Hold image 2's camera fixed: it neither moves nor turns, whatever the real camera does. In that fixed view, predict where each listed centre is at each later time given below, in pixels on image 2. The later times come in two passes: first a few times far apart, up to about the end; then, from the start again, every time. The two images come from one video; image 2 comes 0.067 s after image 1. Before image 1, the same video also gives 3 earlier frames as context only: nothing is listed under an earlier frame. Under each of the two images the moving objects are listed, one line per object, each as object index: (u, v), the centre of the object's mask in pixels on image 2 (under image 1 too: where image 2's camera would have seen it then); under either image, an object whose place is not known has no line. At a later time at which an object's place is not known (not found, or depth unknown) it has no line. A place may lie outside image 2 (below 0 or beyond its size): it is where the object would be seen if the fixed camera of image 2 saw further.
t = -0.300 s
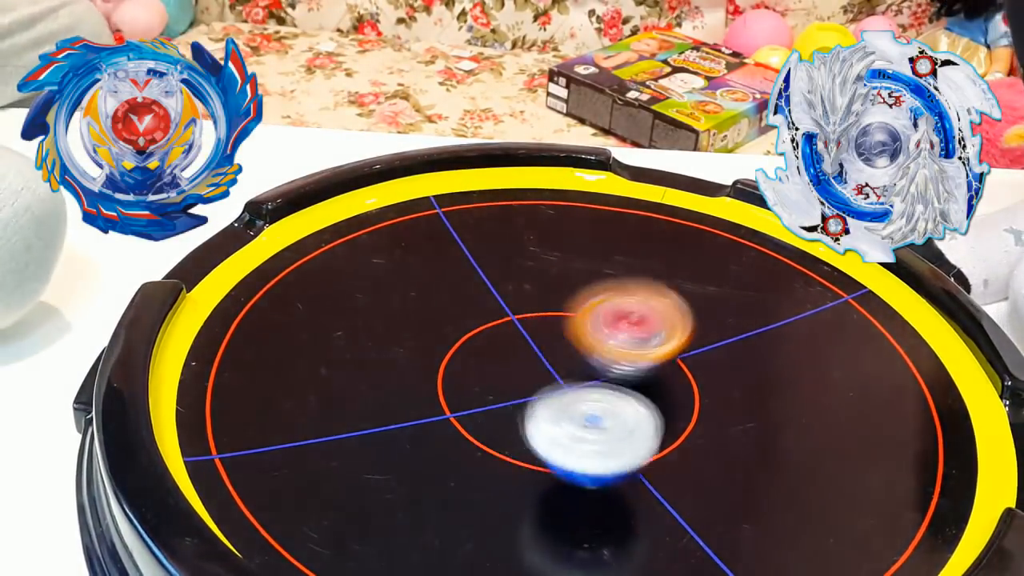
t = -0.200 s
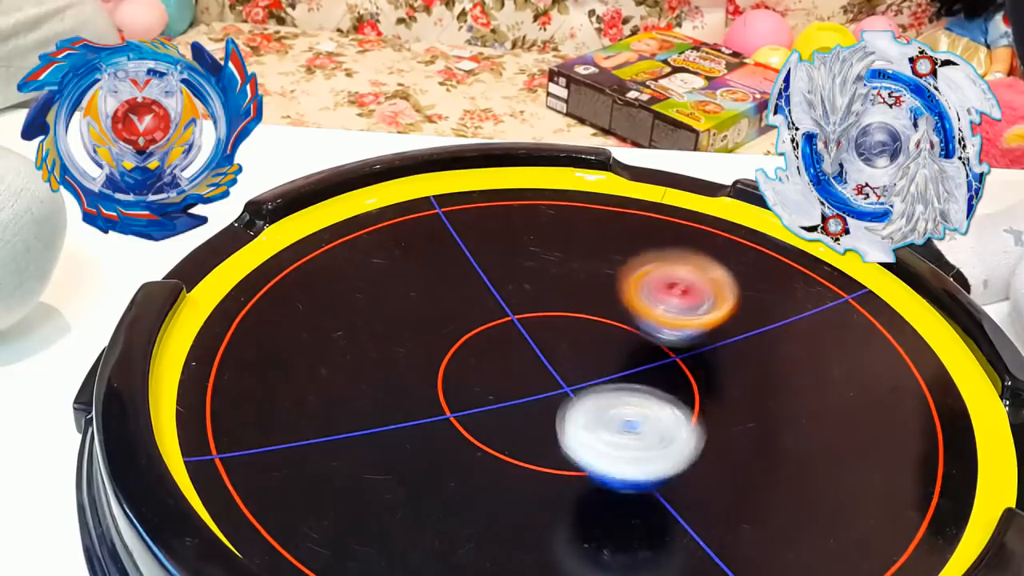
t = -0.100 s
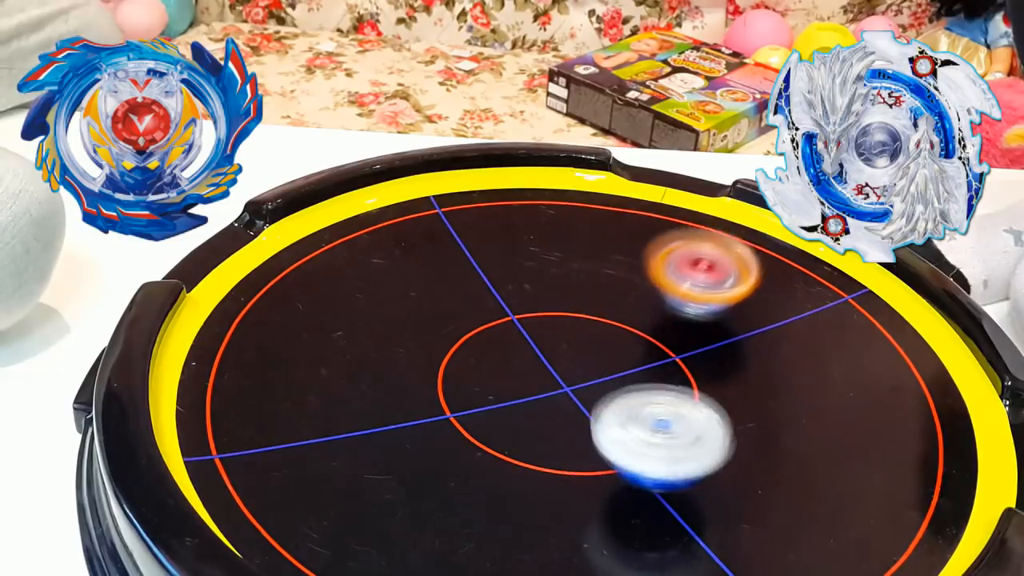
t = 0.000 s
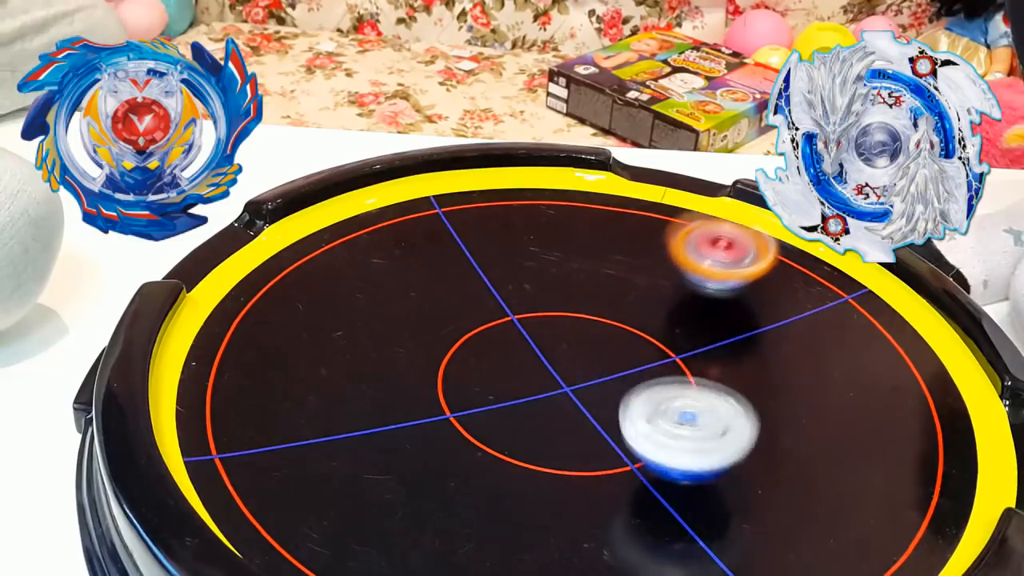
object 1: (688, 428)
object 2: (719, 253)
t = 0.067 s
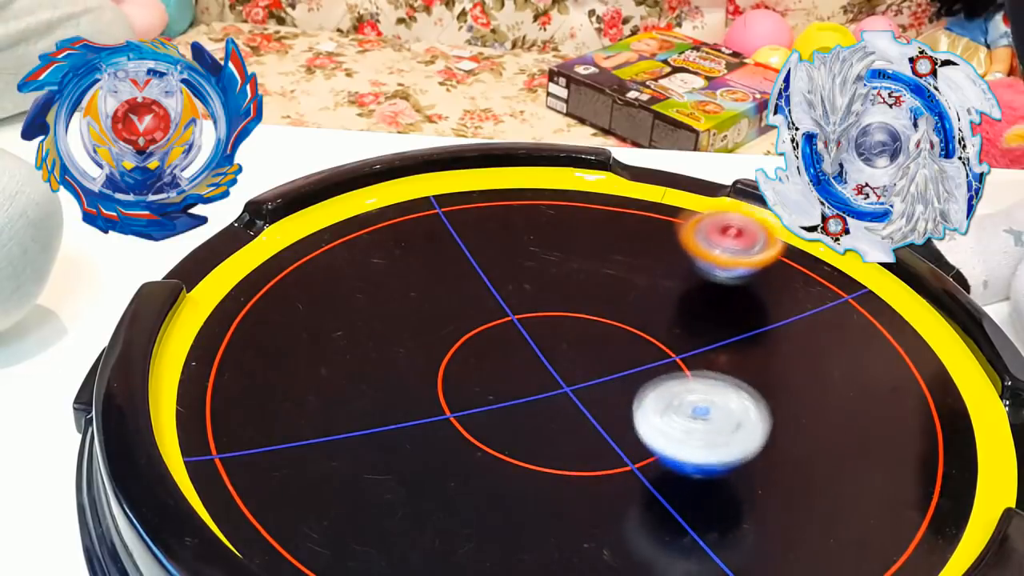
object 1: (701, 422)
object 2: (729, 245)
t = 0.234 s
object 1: (710, 401)
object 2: (738, 221)
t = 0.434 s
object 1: (703, 365)
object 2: (723, 208)
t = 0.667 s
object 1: (664, 322)
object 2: (678, 226)
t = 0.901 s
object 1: (609, 315)
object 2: (627, 235)
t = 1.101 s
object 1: (538, 349)
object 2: (584, 234)
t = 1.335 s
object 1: (453, 431)
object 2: (542, 237)
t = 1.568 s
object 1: (403, 513)
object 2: (528, 281)
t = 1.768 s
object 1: (393, 531)
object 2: (568, 331)
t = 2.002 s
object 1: (473, 502)
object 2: (626, 371)
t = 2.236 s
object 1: (583, 443)
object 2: (697, 387)
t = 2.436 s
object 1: (597, 400)
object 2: (765, 348)
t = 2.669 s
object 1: (634, 346)
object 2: (771, 303)
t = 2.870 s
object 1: (609, 322)
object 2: (762, 270)
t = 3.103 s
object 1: (465, 324)
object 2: (755, 235)
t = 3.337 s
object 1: (361, 319)
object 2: (708, 221)
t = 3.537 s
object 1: (325, 315)
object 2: (646, 241)
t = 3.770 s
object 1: (368, 328)
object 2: (572, 283)
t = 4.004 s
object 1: (347, 385)
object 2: (607, 310)
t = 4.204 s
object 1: (247, 435)
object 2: (681, 303)
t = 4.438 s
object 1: (385, 430)
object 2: (714, 298)
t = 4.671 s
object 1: (520, 390)
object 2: (696, 303)
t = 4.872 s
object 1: (546, 334)
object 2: (690, 308)
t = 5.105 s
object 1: (444, 296)
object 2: (761, 286)
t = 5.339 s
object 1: (347, 294)
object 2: (786, 274)
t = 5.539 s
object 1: (296, 327)
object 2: (752, 274)
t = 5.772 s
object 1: (312, 384)
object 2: (677, 312)
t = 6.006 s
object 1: (410, 427)
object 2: (610, 389)
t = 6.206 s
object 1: (386, 393)
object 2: (753, 491)
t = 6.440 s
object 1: (303, 317)
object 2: (852, 453)
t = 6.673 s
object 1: (320, 273)
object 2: (703, 355)
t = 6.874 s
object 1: (401, 263)
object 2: (554, 304)
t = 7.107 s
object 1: (354, 208)
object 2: (580, 347)
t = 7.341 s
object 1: (356, 210)
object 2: (689, 381)
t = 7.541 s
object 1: (411, 248)
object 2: (729, 373)
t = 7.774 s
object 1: (511, 288)
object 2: (710, 353)
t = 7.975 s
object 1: (589, 280)
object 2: (656, 352)
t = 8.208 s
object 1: (577, 232)
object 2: (687, 444)
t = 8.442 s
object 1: (516, 222)
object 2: (701, 532)
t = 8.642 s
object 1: (484, 251)
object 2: (725, 551)
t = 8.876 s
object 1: (525, 303)
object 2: (687, 523)
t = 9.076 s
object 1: (600, 312)
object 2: (591, 450)
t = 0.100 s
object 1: (705, 419)
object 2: (734, 235)
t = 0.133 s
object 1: (708, 416)
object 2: (736, 230)
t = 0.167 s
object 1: (710, 411)
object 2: (737, 225)
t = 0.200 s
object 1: (711, 406)
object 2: (738, 222)
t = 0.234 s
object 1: (710, 401)
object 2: (738, 221)
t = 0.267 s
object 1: (710, 396)
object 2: (737, 218)
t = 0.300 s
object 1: (707, 390)
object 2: (736, 216)
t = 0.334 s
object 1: (706, 384)
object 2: (734, 214)
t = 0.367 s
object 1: (705, 378)
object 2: (731, 212)
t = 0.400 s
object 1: (704, 372)
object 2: (726, 209)
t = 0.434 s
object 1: (703, 365)
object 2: (723, 208)
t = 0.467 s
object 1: (699, 359)
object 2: (719, 208)
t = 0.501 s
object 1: (693, 353)
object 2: (716, 210)
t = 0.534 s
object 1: (687, 349)
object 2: (708, 209)
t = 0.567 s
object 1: (682, 343)
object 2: (701, 211)
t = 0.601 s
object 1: (675, 336)
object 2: (693, 214)
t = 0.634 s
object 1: (669, 330)
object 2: (687, 219)
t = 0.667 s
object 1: (664, 322)
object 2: (678, 226)
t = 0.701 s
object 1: (658, 316)
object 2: (668, 235)
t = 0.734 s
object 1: (650, 310)
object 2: (662, 235)
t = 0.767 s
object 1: (642, 309)
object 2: (658, 236)
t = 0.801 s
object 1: (634, 311)
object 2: (652, 236)
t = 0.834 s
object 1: (624, 313)
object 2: (644, 236)
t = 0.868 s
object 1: (616, 314)
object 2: (636, 235)
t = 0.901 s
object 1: (609, 315)
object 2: (627, 235)
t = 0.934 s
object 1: (600, 315)
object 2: (618, 237)
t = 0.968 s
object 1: (591, 315)
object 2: (610, 238)
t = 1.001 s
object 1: (582, 315)
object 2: (601, 240)
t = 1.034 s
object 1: (574, 318)
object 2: (593, 242)
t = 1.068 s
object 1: (555, 334)
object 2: (589, 239)
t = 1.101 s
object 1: (538, 349)
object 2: (584, 234)
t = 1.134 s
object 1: (522, 363)
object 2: (579, 231)
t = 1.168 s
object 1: (508, 375)
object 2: (573, 230)
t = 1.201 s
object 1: (495, 386)
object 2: (567, 229)
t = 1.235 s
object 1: (483, 398)
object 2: (559, 229)
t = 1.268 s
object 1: (471, 408)
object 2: (553, 231)
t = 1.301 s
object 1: (461, 419)
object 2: (548, 233)
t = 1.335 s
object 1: (453, 431)
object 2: (542, 237)
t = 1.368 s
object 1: (444, 442)
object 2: (537, 241)
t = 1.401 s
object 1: (436, 455)
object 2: (533, 246)
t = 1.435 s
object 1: (428, 469)
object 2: (530, 251)
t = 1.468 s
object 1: (419, 482)
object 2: (528, 258)
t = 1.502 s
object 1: (415, 492)
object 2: (527, 265)
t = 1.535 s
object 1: (410, 505)
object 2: (527, 274)
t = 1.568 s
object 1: (403, 513)
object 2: (528, 281)
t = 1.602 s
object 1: (397, 520)
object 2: (533, 289)
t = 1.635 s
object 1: (391, 524)
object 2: (541, 298)
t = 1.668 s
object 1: (387, 527)
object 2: (548, 305)
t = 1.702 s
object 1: (388, 529)
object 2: (555, 314)
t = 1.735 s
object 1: (389, 530)
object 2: (561, 322)
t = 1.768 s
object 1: (393, 531)
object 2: (568, 331)
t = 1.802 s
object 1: (399, 529)
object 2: (575, 338)
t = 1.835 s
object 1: (407, 528)
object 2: (582, 344)
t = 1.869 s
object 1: (418, 524)
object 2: (591, 351)
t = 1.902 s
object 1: (427, 521)
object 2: (600, 357)
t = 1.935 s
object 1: (442, 517)
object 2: (609, 361)
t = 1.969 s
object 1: (457, 510)
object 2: (617, 367)
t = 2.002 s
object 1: (473, 502)
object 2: (626, 371)
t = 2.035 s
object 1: (491, 495)
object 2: (635, 375)
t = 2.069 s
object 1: (508, 486)
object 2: (644, 379)
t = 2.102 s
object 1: (528, 477)
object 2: (653, 383)
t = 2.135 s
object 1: (543, 468)
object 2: (662, 386)
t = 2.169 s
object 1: (562, 458)
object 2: (672, 389)
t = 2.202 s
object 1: (576, 449)
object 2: (680, 390)
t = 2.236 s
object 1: (583, 443)
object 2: (697, 387)
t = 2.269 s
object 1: (583, 437)
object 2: (717, 381)
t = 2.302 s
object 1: (587, 430)
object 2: (733, 375)
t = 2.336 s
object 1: (589, 422)
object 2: (743, 368)
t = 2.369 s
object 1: (591, 415)
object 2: (751, 361)
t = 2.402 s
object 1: (593, 408)
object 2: (759, 354)
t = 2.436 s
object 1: (597, 400)
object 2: (765, 348)
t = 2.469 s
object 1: (603, 393)
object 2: (770, 341)
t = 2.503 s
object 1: (607, 384)
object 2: (774, 334)
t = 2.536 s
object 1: (613, 376)
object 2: (776, 328)
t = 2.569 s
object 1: (618, 368)
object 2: (777, 321)
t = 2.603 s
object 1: (624, 362)
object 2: (777, 315)
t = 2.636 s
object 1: (628, 353)
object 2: (774, 309)
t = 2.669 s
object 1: (634, 346)
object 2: (771, 303)
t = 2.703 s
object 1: (640, 339)
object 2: (766, 298)
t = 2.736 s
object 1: (647, 333)
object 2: (760, 293)
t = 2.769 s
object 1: (650, 327)
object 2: (753, 288)
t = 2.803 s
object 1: (654, 322)
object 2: (747, 283)
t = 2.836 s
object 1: (635, 322)
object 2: (755, 275)
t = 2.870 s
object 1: (609, 322)
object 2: (762, 270)
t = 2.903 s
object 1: (585, 324)
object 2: (765, 264)
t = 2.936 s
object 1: (560, 325)
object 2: (768, 259)
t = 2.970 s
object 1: (540, 326)
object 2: (768, 255)
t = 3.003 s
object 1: (518, 326)
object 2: (766, 250)
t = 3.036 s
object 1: (502, 325)
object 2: (763, 246)
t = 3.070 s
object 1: (483, 324)
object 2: (759, 238)
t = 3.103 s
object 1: (465, 324)
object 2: (755, 235)
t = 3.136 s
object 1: (447, 323)
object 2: (749, 230)
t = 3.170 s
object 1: (432, 322)
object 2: (743, 224)
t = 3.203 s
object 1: (416, 321)
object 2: (738, 222)
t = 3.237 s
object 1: (400, 320)
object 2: (732, 220)
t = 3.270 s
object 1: (386, 320)
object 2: (724, 221)
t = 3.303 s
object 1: (372, 319)
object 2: (717, 220)
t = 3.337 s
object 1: (361, 319)
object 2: (708, 221)
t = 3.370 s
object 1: (349, 317)
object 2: (699, 223)
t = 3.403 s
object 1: (339, 317)
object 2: (686, 228)
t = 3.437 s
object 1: (333, 316)
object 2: (674, 234)
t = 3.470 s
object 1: (330, 315)
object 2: (665, 236)
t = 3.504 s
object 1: (326, 315)
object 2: (655, 238)
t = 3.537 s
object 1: (325, 315)
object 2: (646, 241)
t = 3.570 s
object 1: (325, 315)
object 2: (636, 245)
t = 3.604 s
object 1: (329, 316)
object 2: (626, 250)
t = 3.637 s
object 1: (332, 317)
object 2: (615, 257)
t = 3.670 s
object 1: (339, 321)
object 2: (604, 263)
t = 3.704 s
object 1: (347, 321)
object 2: (594, 269)
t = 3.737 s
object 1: (358, 324)
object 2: (583, 276)
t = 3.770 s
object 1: (368, 328)
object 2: (572, 283)
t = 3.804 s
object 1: (382, 331)
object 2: (561, 290)
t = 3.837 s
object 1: (394, 334)
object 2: (552, 296)
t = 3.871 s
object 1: (410, 340)
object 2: (542, 304)
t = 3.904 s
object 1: (424, 345)
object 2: (532, 311)
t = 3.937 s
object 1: (414, 355)
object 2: (547, 314)
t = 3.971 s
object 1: (376, 370)
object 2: (579, 312)
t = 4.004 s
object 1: (347, 385)
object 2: (607, 310)
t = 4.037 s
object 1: (314, 398)
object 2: (629, 309)
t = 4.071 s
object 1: (287, 411)
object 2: (646, 308)
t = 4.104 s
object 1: (263, 421)
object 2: (658, 307)
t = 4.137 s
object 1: (247, 431)
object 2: (667, 305)
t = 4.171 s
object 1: (235, 437)
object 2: (675, 304)
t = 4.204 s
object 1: (247, 435)
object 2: (681, 303)
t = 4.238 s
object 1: (261, 435)
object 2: (688, 302)
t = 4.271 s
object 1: (279, 434)
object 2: (694, 301)
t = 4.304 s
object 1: (297, 431)
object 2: (700, 301)
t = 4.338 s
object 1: (318, 432)
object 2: (706, 300)
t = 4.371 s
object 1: (339, 433)
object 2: (711, 300)
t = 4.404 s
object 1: (360, 432)
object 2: (713, 299)
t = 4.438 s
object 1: (385, 430)
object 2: (714, 298)
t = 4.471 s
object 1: (407, 428)
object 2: (715, 297)
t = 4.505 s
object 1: (428, 424)
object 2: (713, 297)
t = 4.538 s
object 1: (451, 420)
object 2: (710, 298)
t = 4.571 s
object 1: (470, 413)
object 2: (708, 299)
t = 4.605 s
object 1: (488, 406)
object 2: (704, 300)
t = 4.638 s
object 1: (506, 398)
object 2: (701, 301)
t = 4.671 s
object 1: (520, 390)
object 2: (696, 303)
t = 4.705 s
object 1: (533, 381)
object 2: (690, 305)
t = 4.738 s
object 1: (545, 371)
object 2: (684, 306)
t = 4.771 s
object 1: (553, 362)
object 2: (679, 308)
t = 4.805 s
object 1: (561, 350)
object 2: (673, 310)
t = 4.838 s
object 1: (564, 341)
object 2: (673, 310)
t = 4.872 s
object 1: (546, 334)
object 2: (690, 308)
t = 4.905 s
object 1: (523, 327)
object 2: (707, 304)
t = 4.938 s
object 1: (509, 323)
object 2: (719, 300)
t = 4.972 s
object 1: (496, 318)
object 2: (730, 296)
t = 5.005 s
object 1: (484, 310)
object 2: (739, 294)
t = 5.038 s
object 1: (470, 305)
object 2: (746, 291)
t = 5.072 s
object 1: (456, 300)
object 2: (754, 288)
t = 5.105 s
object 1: (444, 296)
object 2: (761, 286)
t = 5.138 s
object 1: (428, 293)
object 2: (768, 283)
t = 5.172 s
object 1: (413, 291)
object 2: (775, 281)
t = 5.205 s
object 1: (401, 289)
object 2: (781, 279)
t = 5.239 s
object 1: (386, 289)
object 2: (784, 278)
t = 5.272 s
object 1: (371, 290)
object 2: (787, 276)
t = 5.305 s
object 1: (361, 291)
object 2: (787, 275)
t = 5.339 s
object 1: (347, 294)
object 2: (786, 274)
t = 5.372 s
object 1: (338, 297)
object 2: (785, 272)
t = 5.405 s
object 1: (326, 302)
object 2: (782, 272)
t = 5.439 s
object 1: (316, 308)
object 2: (776, 272)
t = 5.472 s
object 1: (310, 313)
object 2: (768, 273)
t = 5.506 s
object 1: (303, 320)
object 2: (760, 274)
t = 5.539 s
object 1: (296, 327)
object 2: (752, 274)
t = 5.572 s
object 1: (296, 335)
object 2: (742, 278)
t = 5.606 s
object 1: (292, 343)
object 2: (732, 282)
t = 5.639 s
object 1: (293, 349)
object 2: (721, 287)
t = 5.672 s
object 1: (295, 358)
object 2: (710, 293)
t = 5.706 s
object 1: (297, 366)
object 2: (699, 299)
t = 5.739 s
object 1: (306, 375)
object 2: (688, 306)
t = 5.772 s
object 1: (312, 384)
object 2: (677, 312)
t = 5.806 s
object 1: (321, 390)
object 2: (665, 321)
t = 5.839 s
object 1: (332, 399)
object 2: (655, 332)
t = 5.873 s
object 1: (345, 408)
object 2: (642, 343)
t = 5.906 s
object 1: (361, 413)
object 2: (632, 354)
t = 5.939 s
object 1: (375, 419)
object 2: (622, 366)
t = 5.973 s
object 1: (391, 422)
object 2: (615, 377)
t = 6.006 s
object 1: (410, 427)
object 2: (610, 389)
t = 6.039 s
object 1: (430, 431)
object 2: (605, 403)
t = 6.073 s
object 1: (449, 432)
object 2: (602, 417)
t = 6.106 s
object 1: (458, 427)
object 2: (612, 436)
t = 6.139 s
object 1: (436, 422)
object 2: (657, 455)
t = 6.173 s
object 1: (413, 407)
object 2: (706, 474)
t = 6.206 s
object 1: (386, 393)
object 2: (753, 491)
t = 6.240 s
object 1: (363, 379)
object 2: (793, 501)
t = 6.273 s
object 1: (345, 364)
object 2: (830, 507)
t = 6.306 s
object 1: (333, 352)
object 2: (868, 513)
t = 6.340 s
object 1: (324, 343)
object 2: (895, 512)
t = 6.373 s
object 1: (313, 333)
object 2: (891, 485)
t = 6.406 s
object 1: (307, 325)
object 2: (868, 470)
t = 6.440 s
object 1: (303, 317)
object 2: (852, 453)
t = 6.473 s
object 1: (297, 310)
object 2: (832, 433)
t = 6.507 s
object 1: (298, 302)
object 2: (813, 419)
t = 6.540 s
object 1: (298, 296)
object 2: (795, 405)
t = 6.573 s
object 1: (300, 289)
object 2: (773, 391)
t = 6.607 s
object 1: (305, 283)
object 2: (750, 378)
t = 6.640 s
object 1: (311, 277)
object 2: (728, 366)
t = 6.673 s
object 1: (320, 273)
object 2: (703, 355)
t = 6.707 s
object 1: (331, 269)
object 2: (677, 344)
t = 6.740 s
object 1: (343, 267)
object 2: (653, 335)
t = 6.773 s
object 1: (355, 264)
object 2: (628, 326)
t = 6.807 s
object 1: (369, 263)
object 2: (603, 318)
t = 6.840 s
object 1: (385, 263)
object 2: (578, 311)
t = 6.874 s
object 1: (401, 263)
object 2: (554, 304)
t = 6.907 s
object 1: (415, 264)
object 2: (530, 299)
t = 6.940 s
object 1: (408, 251)
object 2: (529, 305)
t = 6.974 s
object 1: (393, 243)
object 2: (542, 315)
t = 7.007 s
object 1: (383, 233)
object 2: (552, 323)
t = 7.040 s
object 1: (371, 221)
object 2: (563, 332)
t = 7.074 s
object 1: (360, 213)
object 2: (572, 340)
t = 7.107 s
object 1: (354, 208)
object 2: (580, 347)
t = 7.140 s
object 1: (348, 204)
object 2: (593, 354)
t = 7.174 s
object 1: (343, 201)
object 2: (607, 362)
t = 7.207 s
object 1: (340, 199)
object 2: (625, 368)
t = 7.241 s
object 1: (343, 201)
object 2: (643, 374)
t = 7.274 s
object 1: (348, 203)
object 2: (661, 378)
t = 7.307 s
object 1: (352, 206)
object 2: (676, 380)
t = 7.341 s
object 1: (356, 210)
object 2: (689, 381)
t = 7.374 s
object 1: (364, 216)
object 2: (699, 381)
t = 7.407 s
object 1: (370, 222)
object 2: (708, 380)
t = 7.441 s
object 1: (381, 228)
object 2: (715, 379)
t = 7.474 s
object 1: (391, 237)
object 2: (722, 376)
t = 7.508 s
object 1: (402, 243)
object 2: (727, 375)
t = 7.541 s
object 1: (411, 248)
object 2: (729, 373)
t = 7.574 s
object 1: (423, 254)
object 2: (731, 370)
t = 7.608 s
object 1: (437, 262)
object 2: (730, 367)
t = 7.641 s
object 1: (451, 269)
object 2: (728, 365)
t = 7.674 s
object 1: (466, 275)
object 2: (726, 363)
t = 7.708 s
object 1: (481, 281)
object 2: (721, 359)
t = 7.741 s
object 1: (496, 284)
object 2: (716, 356)
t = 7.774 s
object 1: (511, 288)
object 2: (710, 353)
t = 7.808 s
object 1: (525, 290)
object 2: (703, 352)
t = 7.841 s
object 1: (540, 292)
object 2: (694, 349)
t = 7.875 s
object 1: (554, 293)
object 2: (683, 346)
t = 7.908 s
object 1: (569, 292)
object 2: (671, 343)
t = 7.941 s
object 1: (582, 290)
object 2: (659, 342)
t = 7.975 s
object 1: (589, 280)
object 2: (656, 352)
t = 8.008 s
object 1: (589, 270)
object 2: (659, 366)
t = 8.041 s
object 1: (590, 261)
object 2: (665, 379)
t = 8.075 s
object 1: (588, 255)
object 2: (671, 391)
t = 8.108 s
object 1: (589, 248)
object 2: (676, 402)
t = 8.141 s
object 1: (586, 243)
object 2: (681, 415)
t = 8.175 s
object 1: (585, 237)
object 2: (684, 428)
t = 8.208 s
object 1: (577, 232)
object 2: (687, 444)
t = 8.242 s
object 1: (572, 228)
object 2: (689, 459)
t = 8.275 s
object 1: (561, 224)
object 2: (692, 475)
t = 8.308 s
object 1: (554, 222)
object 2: (693, 489)
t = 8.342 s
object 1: (542, 220)
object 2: (694, 504)
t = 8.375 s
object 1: (534, 220)
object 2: (697, 515)
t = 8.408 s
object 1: (523, 220)
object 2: (699, 523)
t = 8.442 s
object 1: (516, 222)
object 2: (701, 532)
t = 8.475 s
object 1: (506, 224)
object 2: (704, 539)
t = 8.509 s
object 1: (500, 228)
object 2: (710, 545)
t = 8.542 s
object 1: (492, 232)
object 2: (715, 549)
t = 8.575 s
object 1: (488, 236)
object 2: (720, 551)
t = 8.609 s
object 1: (484, 243)
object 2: (724, 551)
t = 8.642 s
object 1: (484, 251)
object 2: (725, 551)
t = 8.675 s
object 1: (484, 259)
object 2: (724, 550)
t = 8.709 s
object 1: (488, 267)
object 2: (724, 548)
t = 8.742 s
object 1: (491, 276)
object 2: (723, 544)
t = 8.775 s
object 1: (498, 282)
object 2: (716, 540)
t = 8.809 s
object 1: (504, 289)
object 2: (710, 535)
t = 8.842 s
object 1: (514, 296)
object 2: (702, 529)
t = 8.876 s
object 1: (525, 303)
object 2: (687, 523)
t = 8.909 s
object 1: (538, 307)
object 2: (672, 515)
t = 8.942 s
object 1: (550, 311)
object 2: (655, 502)
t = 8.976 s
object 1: (563, 314)
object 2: (637, 488)
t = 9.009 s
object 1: (575, 315)
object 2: (622, 475)
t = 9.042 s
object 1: (589, 314)
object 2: (605, 462)
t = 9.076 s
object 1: (600, 312)
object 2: (591, 450)
